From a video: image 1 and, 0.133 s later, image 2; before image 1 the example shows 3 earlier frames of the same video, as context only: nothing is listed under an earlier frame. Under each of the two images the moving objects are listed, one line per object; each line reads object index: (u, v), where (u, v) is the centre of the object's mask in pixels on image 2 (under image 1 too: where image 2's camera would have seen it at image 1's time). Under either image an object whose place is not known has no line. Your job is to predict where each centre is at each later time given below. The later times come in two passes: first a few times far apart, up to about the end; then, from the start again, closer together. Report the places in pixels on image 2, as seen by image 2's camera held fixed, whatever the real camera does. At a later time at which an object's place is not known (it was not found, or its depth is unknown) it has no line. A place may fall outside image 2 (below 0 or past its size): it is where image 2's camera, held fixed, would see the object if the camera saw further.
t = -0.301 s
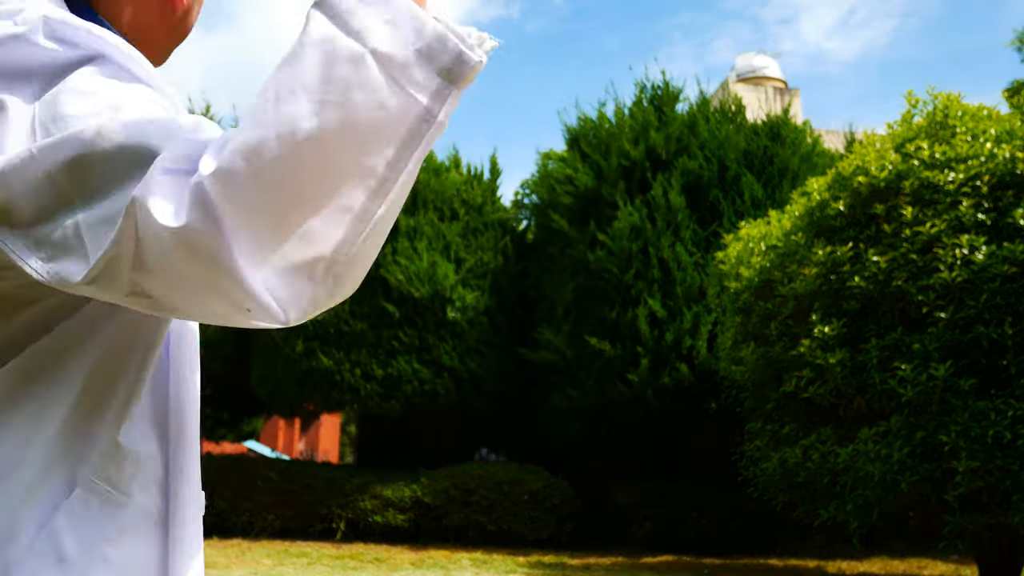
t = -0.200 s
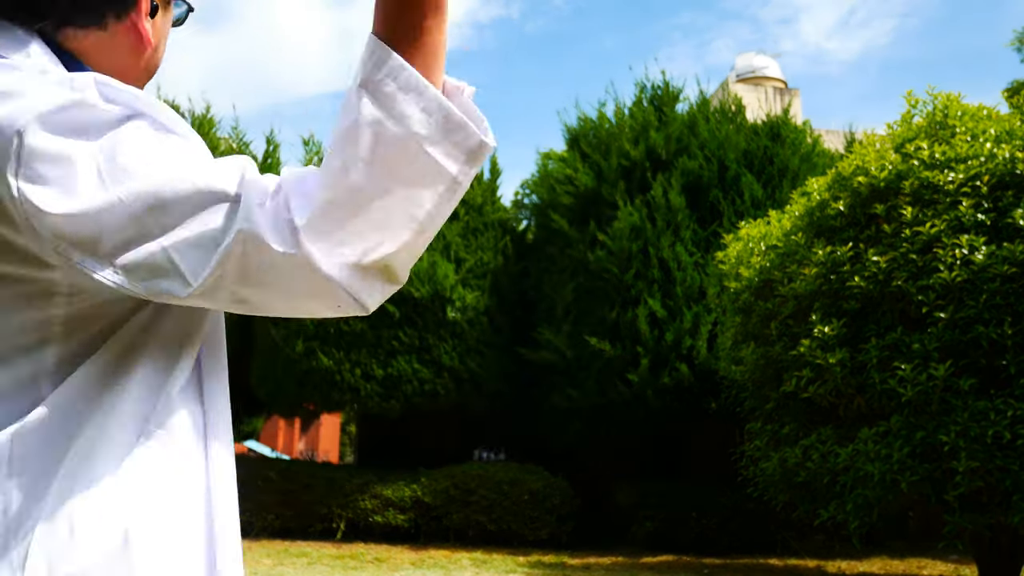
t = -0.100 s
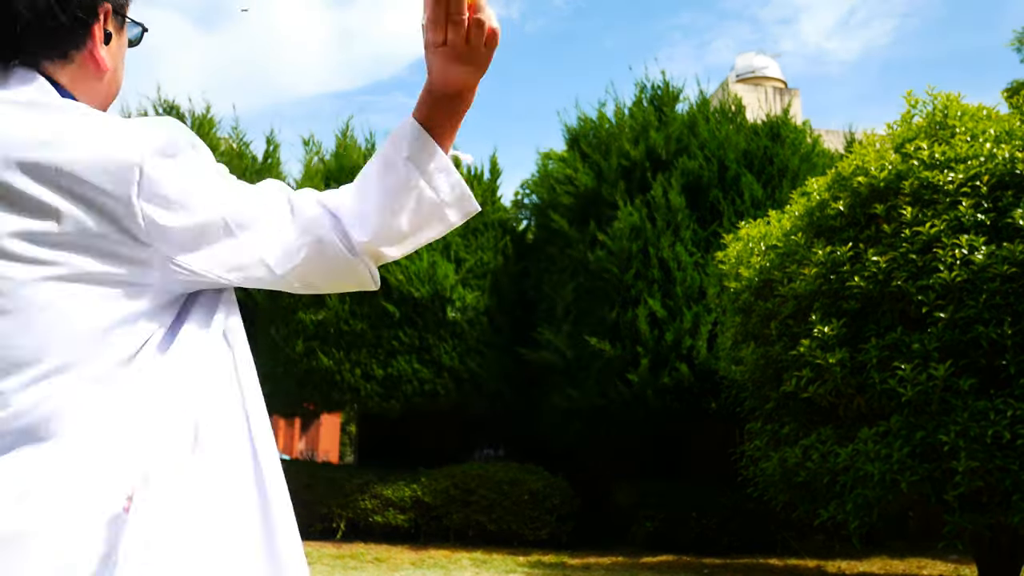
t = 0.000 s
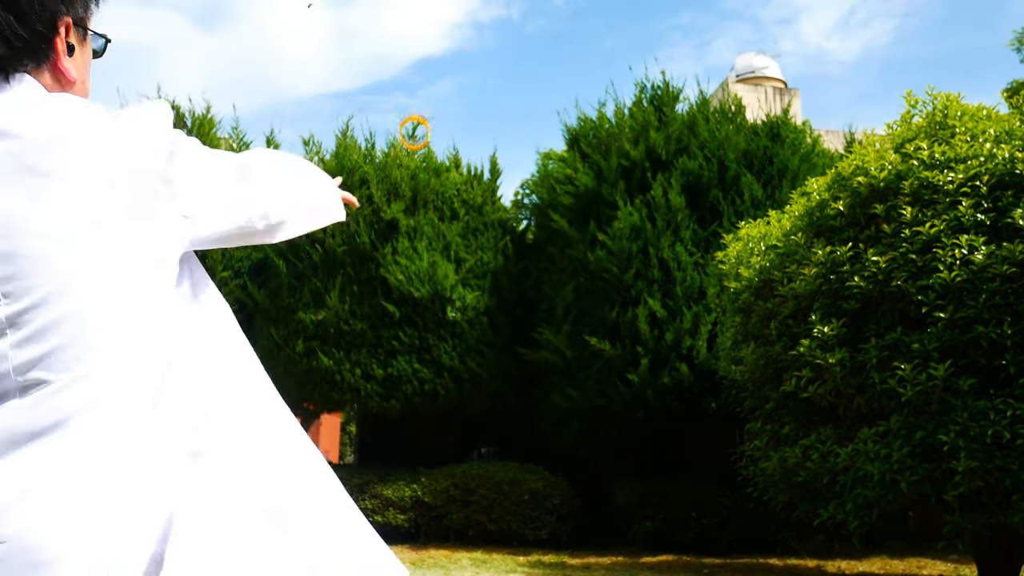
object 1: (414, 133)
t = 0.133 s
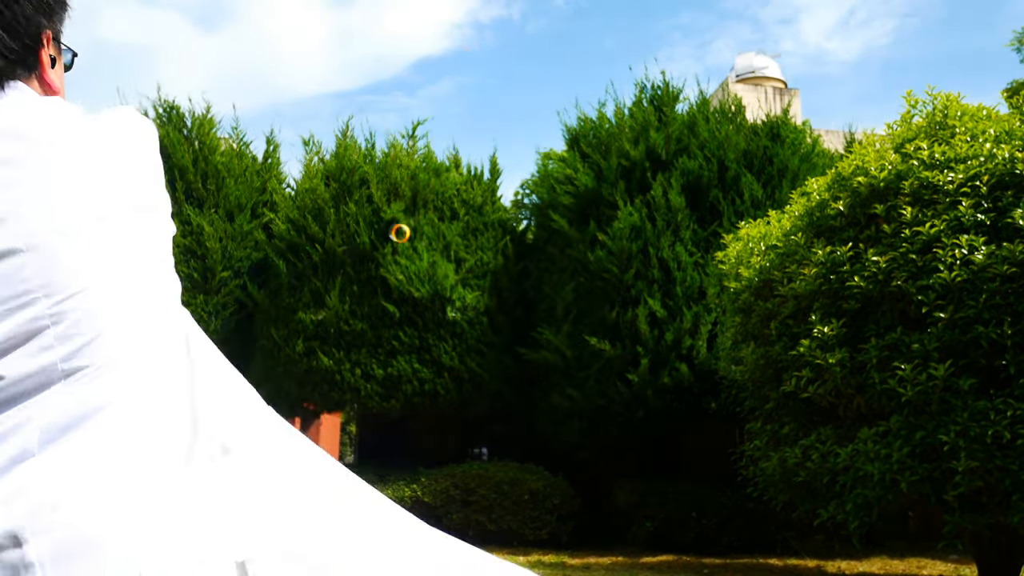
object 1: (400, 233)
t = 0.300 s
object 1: (436, 269)
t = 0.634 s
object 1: (444, 293)
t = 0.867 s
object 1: (434, 304)
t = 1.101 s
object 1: (435, 343)
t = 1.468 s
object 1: (422, 519)
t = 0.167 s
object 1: (407, 246)
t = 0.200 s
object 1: (415, 254)
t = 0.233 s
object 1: (424, 261)
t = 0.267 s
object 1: (429, 266)
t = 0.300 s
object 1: (436, 269)
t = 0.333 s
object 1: (441, 272)
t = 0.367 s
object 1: (445, 275)
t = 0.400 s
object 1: (447, 277)
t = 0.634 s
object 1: (444, 293)
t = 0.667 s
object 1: (441, 296)
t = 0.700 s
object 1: (438, 300)
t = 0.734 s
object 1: (435, 304)
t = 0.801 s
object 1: (433, 302)
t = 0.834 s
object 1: (433, 303)
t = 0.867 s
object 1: (434, 304)
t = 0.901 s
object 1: (434, 306)
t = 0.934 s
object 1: (434, 309)
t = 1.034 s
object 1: (435, 326)
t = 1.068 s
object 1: (435, 334)
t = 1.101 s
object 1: (435, 343)
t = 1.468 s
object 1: (422, 519)
